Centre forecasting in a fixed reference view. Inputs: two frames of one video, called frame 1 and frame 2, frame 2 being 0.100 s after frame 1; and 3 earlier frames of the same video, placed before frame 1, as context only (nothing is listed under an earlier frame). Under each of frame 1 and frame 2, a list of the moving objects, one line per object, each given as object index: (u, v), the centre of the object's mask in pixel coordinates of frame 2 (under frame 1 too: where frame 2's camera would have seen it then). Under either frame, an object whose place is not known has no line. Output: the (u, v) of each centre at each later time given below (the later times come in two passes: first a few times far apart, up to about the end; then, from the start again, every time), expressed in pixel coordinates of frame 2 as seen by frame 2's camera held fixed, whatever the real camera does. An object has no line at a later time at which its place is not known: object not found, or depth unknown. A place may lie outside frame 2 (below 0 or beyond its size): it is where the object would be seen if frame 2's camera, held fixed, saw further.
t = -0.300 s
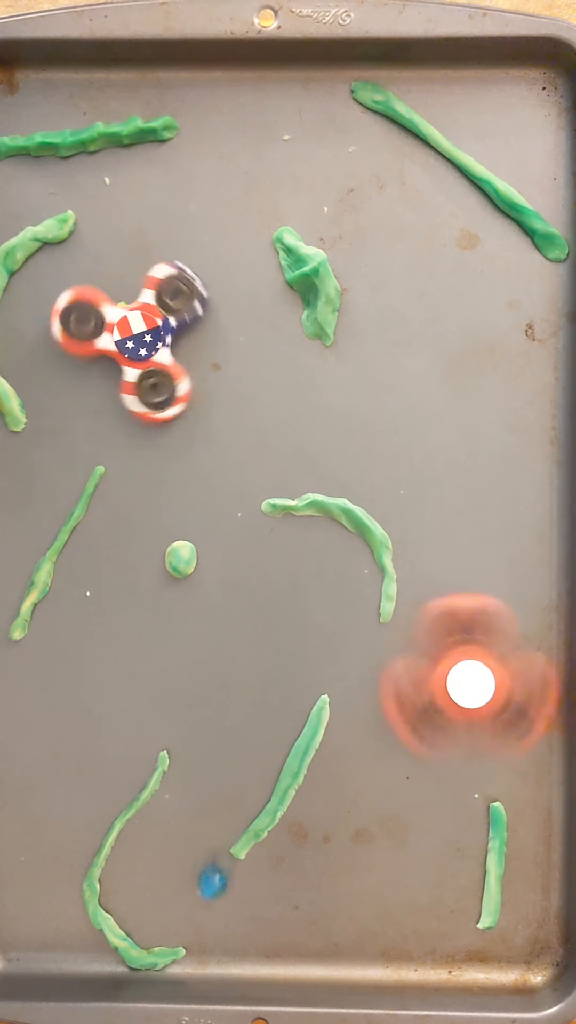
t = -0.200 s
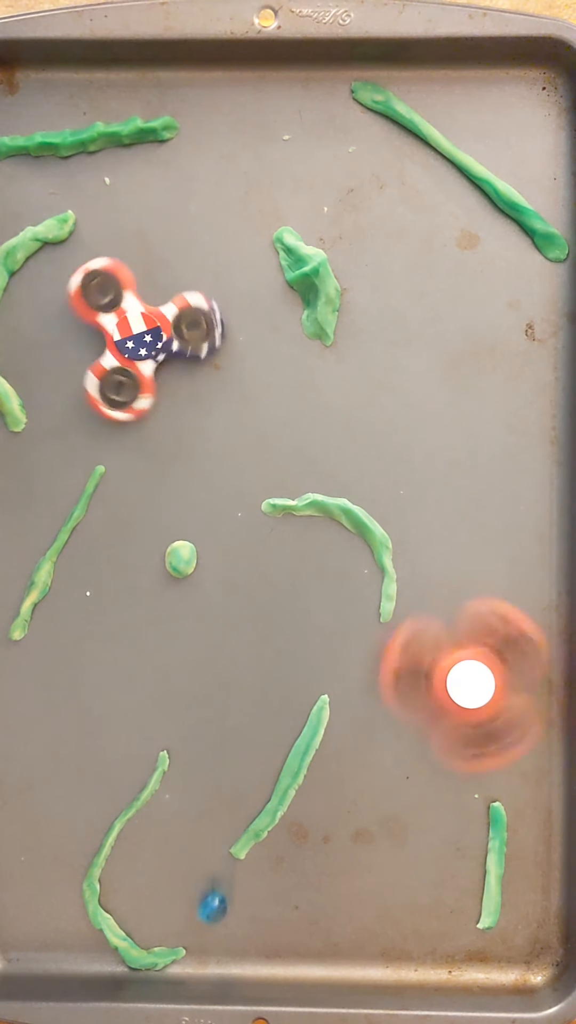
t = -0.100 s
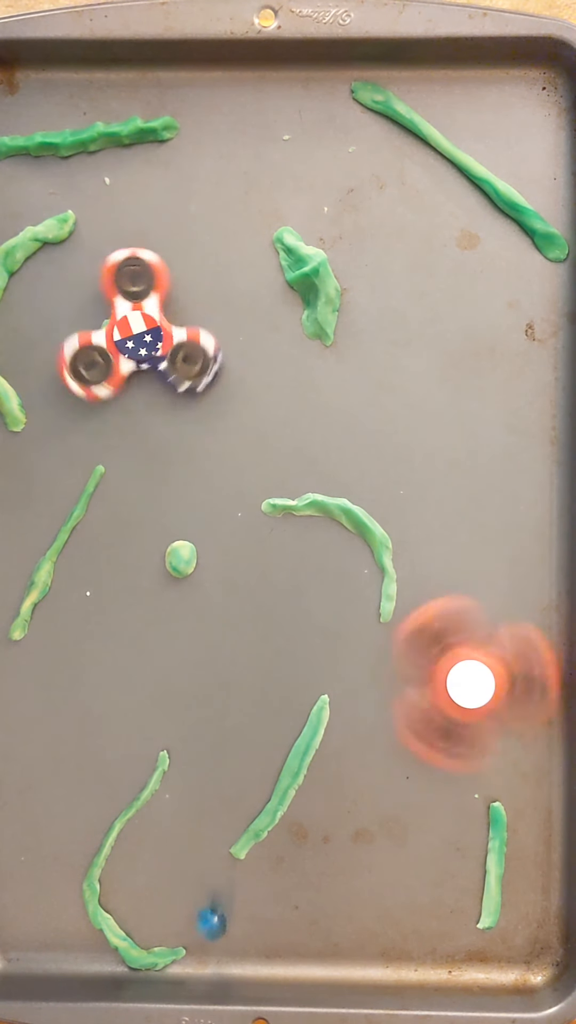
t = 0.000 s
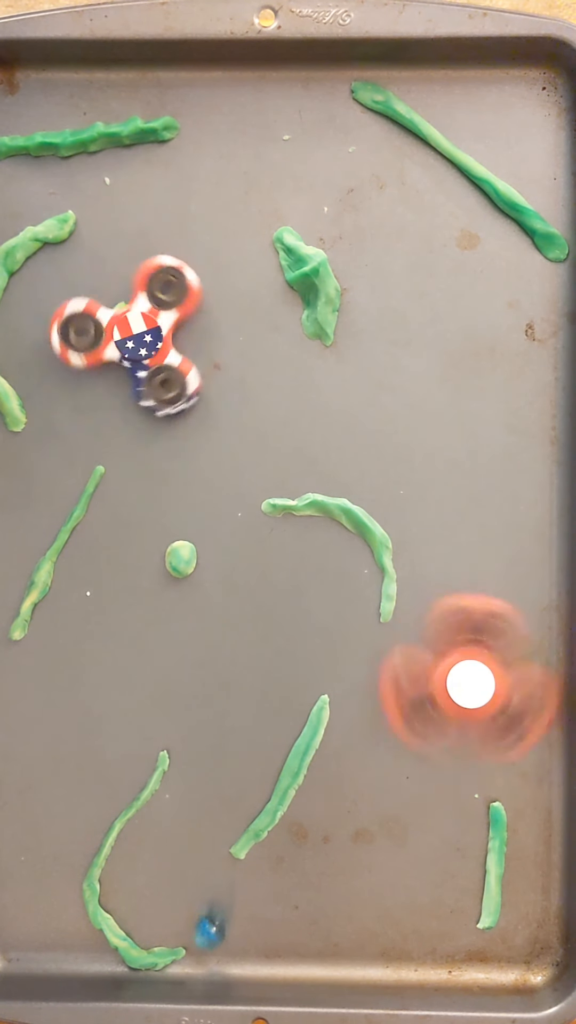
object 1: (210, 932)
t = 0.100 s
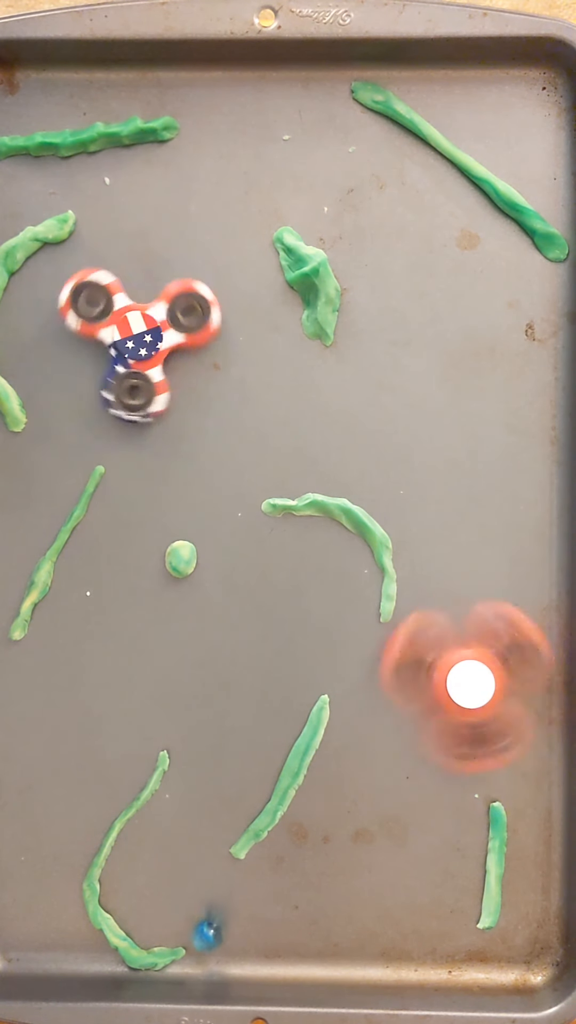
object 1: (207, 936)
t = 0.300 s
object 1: (199, 916)
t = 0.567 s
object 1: (181, 860)
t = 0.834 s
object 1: (171, 793)
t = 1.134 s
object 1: (214, 744)
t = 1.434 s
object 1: (249, 677)
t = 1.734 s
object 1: (279, 590)
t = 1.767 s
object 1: (282, 579)
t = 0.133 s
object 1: (206, 936)
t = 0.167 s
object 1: (205, 933)
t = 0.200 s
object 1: (205, 930)
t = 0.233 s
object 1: (203, 927)
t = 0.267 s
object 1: (201, 922)
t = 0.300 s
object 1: (199, 916)
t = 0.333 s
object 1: (198, 910)
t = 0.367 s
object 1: (195, 905)
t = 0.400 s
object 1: (193, 899)
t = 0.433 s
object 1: (191, 891)
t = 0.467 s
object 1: (188, 884)
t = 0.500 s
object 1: (186, 876)
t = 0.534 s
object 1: (184, 867)
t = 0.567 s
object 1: (181, 860)
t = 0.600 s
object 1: (179, 850)
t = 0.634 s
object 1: (177, 841)
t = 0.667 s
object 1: (175, 832)
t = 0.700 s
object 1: (172, 823)
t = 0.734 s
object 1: (168, 813)
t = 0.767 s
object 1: (165, 803)
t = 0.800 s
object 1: (166, 796)
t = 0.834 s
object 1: (171, 793)
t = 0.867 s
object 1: (176, 788)
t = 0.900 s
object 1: (181, 784)
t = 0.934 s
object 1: (187, 779)
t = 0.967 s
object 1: (191, 775)
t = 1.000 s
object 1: (197, 769)
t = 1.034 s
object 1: (201, 763)
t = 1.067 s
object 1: (205, 758)
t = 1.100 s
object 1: (209, 751)
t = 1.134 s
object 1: (214, 744)
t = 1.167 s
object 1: (218, 738)
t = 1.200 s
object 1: (221, 732)
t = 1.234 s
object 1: (225, 726)
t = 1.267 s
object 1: (229, 718)
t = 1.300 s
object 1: (234, 709)
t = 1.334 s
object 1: (238, 702)
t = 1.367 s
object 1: (241, 694)
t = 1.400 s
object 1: (245, 686)
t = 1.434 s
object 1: (249, 677)
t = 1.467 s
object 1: (253, 668)
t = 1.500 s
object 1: (256, 659)
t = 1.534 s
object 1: (260, 650)
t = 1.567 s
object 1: (263, 641)
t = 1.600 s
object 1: (265, 631)
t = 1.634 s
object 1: (269, 621)
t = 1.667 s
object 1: (272, 611)
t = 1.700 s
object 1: (275, 600)
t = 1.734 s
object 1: (279, 590)
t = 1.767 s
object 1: (282, 579)
